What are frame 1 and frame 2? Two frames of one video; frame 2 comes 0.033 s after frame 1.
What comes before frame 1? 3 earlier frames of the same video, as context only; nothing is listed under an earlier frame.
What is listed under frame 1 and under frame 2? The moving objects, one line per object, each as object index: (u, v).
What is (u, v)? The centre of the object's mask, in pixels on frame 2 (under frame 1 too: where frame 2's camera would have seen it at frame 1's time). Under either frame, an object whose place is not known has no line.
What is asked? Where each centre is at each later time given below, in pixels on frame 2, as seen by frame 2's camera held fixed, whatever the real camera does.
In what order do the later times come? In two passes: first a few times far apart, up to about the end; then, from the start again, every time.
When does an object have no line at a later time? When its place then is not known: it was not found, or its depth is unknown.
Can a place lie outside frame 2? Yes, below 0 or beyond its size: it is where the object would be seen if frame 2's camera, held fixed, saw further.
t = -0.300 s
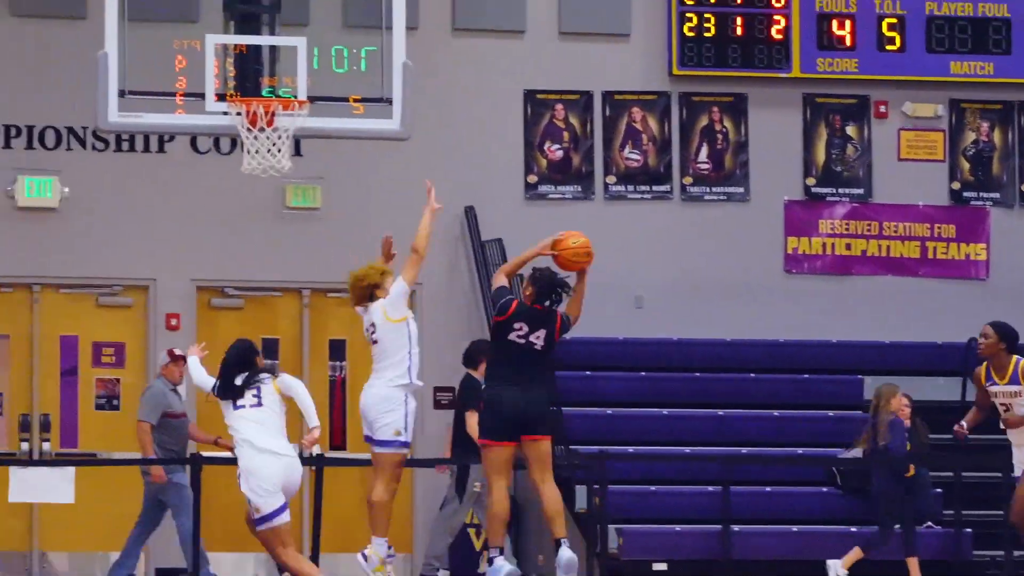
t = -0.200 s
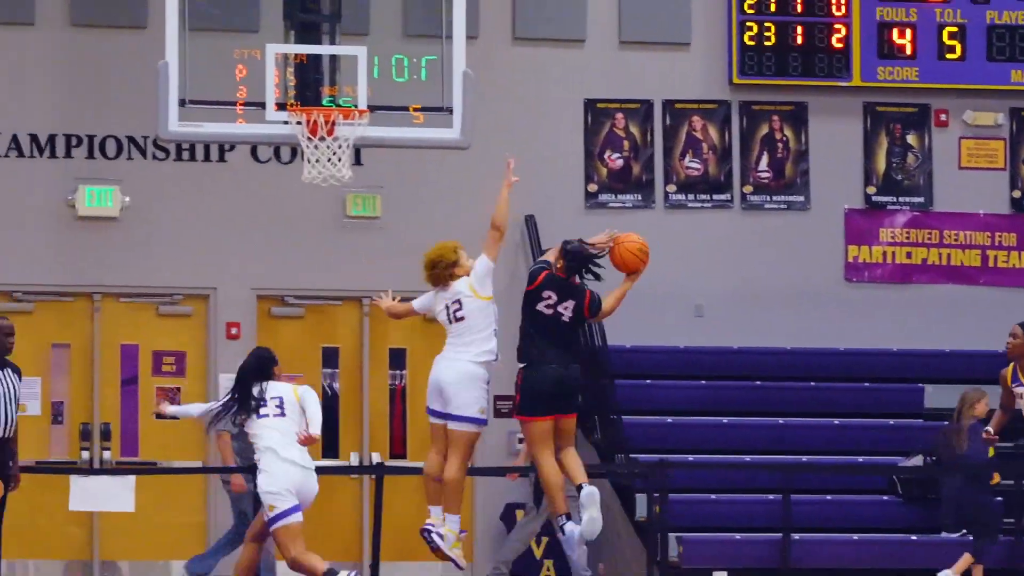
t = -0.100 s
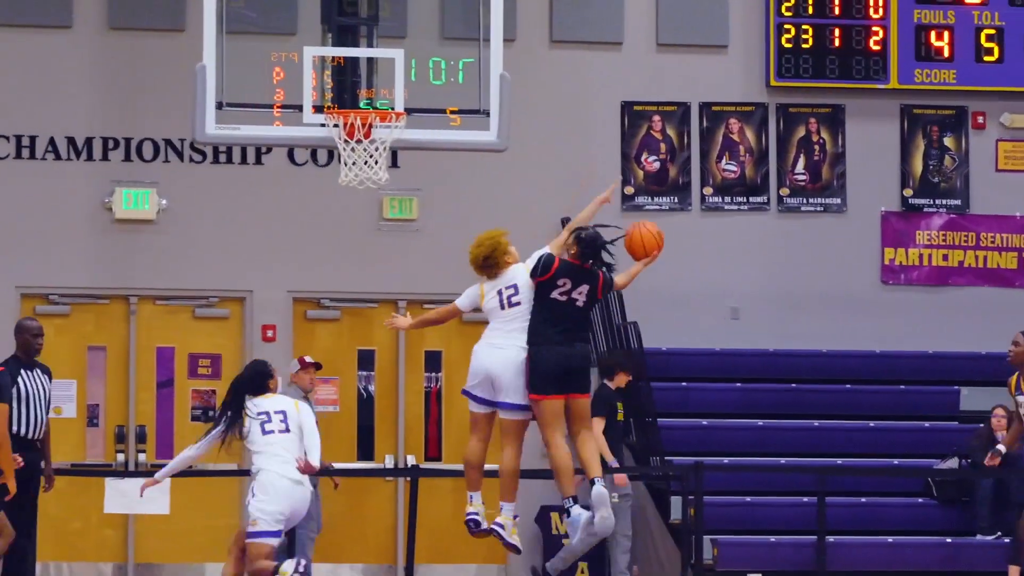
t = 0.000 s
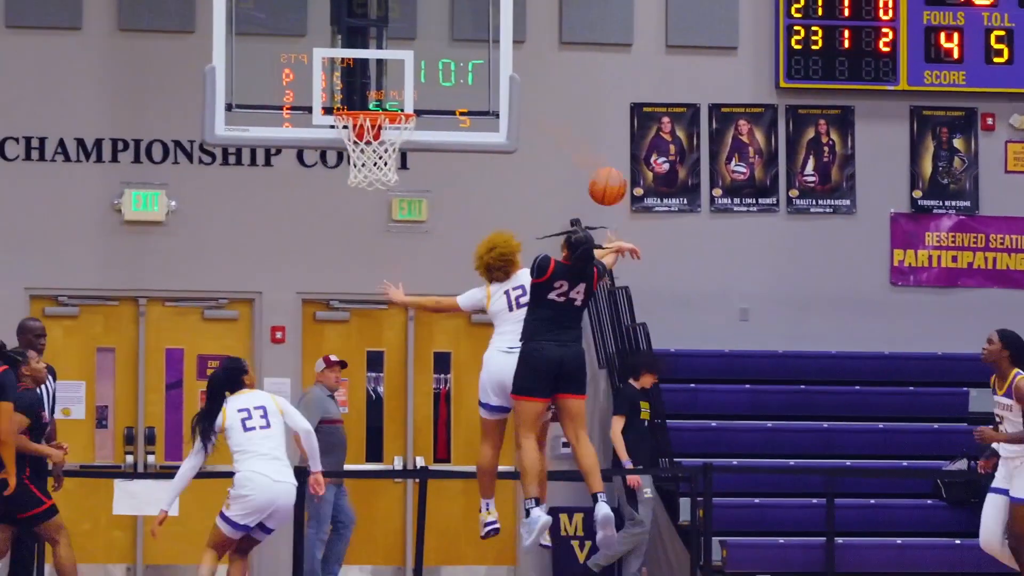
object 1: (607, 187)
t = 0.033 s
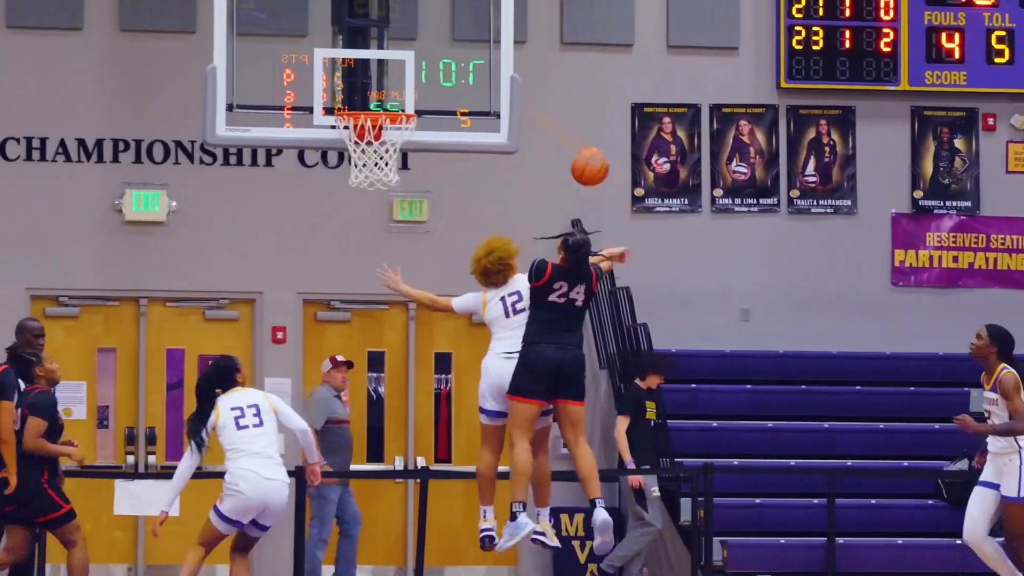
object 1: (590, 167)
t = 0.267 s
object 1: (462, 81)
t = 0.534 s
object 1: (378, 83)
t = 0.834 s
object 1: (375, 80)
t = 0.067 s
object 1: (571, 149)
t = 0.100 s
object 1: (553, 133)
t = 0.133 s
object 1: (534, 119)
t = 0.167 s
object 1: (516, 107)
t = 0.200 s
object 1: (498, 97)
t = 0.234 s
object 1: (480, 88)
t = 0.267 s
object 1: (462, 81)
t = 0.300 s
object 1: (444, 76)
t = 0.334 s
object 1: (427, 74)
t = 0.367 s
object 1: (411, 73)
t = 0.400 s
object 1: (405, 71)
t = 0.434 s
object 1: (398, 71)
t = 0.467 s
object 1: (391, 73)
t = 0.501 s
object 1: (384, 78)
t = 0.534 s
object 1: (378, 83)
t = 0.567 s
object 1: (371, 90)
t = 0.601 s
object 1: (366, 95)
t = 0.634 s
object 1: (367, 88)
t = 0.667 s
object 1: (368, 82)
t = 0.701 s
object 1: (369, 79)
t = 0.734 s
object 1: (371, 77)
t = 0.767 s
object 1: (372, 77)
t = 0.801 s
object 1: (373, 77)
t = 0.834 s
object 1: (375, 80)
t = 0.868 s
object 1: (376, 85)
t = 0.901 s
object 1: (378, 92)
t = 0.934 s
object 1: (379, 97)
